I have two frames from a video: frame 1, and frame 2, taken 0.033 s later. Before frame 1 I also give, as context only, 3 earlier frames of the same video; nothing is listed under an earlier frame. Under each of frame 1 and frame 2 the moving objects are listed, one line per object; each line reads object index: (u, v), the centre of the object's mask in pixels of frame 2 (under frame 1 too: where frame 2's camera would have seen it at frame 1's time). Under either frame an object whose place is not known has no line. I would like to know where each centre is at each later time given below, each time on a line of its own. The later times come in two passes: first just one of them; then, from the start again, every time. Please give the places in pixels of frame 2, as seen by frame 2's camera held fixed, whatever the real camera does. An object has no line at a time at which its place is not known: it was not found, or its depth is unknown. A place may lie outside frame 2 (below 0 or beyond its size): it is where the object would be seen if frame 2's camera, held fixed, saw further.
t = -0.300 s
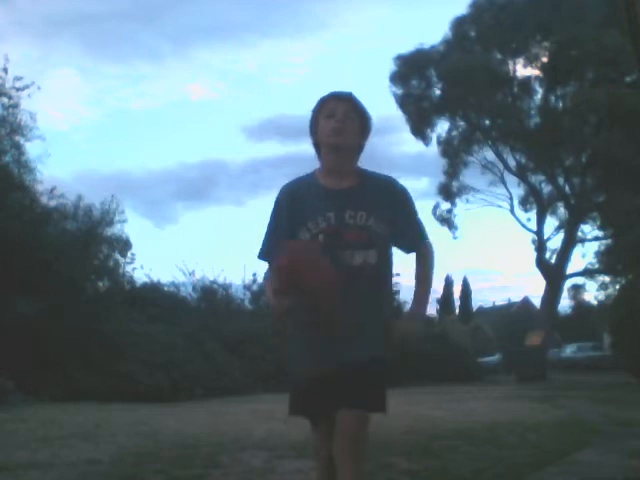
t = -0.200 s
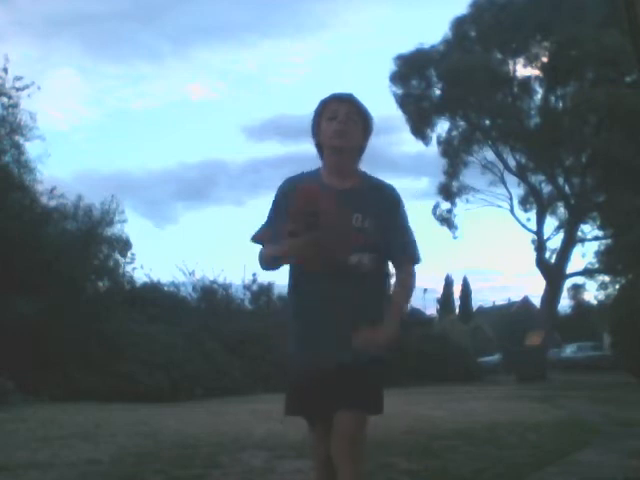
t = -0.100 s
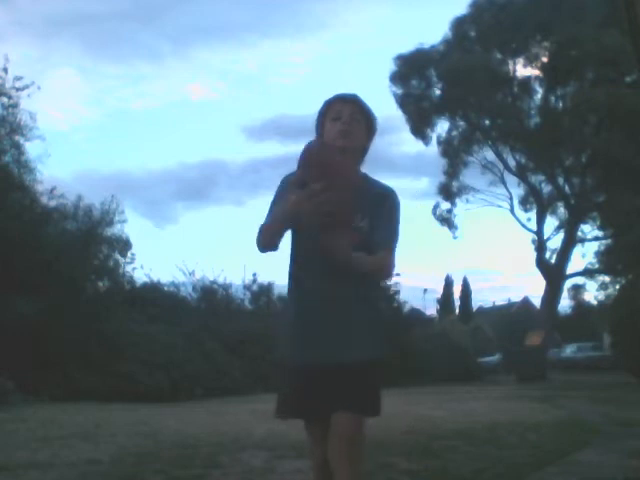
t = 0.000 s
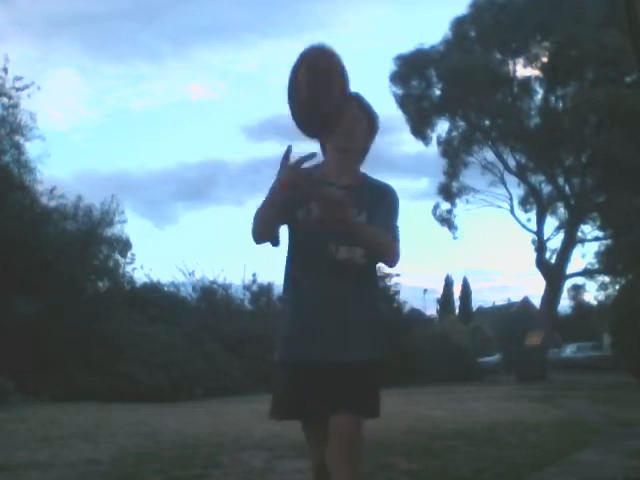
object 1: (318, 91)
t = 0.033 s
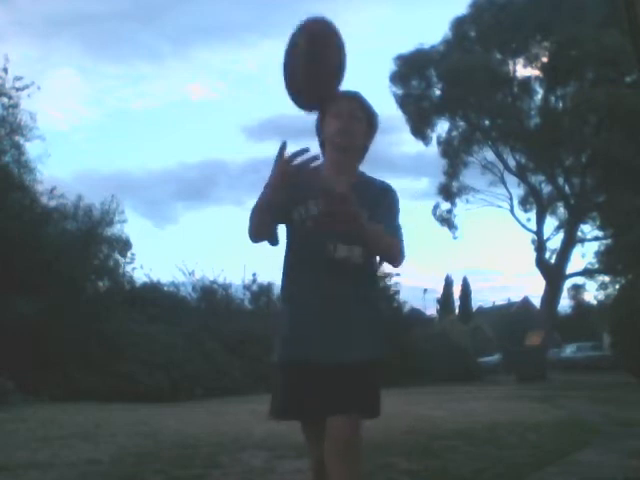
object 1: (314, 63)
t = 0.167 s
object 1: (288, 13)
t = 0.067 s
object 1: (310, 41)
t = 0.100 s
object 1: (303, 29)
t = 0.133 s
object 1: (296, 19)
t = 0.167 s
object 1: (288, 13)
